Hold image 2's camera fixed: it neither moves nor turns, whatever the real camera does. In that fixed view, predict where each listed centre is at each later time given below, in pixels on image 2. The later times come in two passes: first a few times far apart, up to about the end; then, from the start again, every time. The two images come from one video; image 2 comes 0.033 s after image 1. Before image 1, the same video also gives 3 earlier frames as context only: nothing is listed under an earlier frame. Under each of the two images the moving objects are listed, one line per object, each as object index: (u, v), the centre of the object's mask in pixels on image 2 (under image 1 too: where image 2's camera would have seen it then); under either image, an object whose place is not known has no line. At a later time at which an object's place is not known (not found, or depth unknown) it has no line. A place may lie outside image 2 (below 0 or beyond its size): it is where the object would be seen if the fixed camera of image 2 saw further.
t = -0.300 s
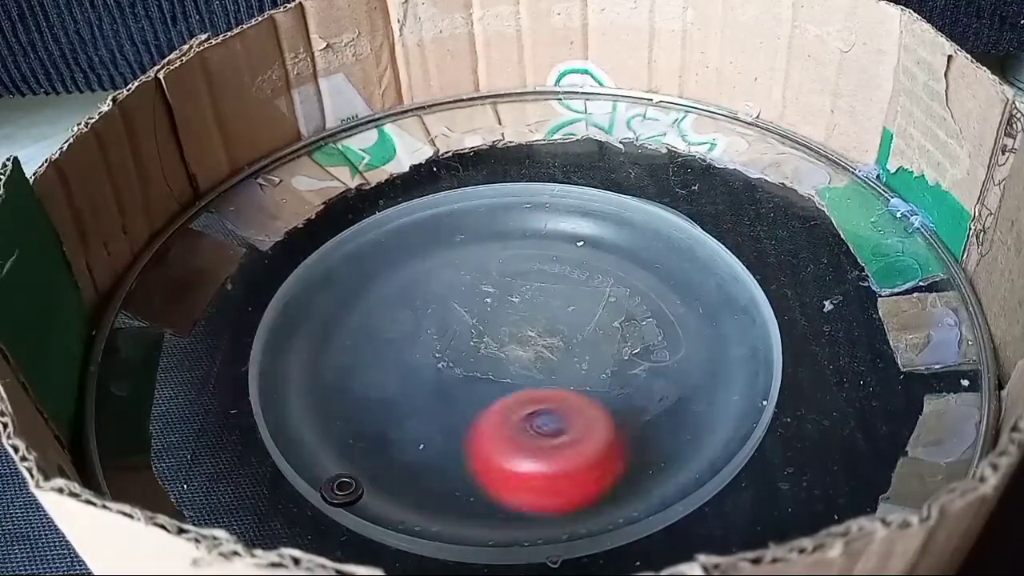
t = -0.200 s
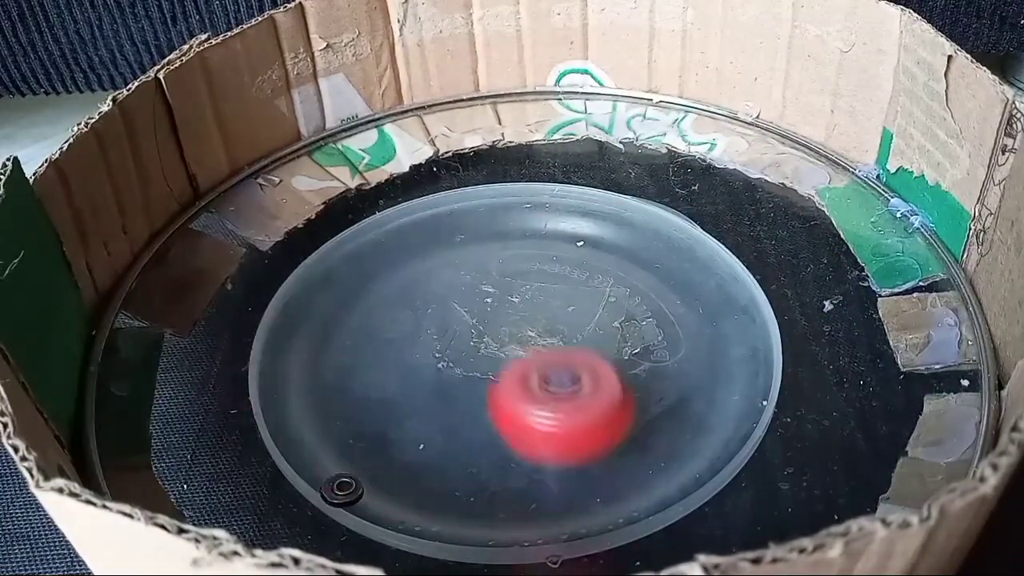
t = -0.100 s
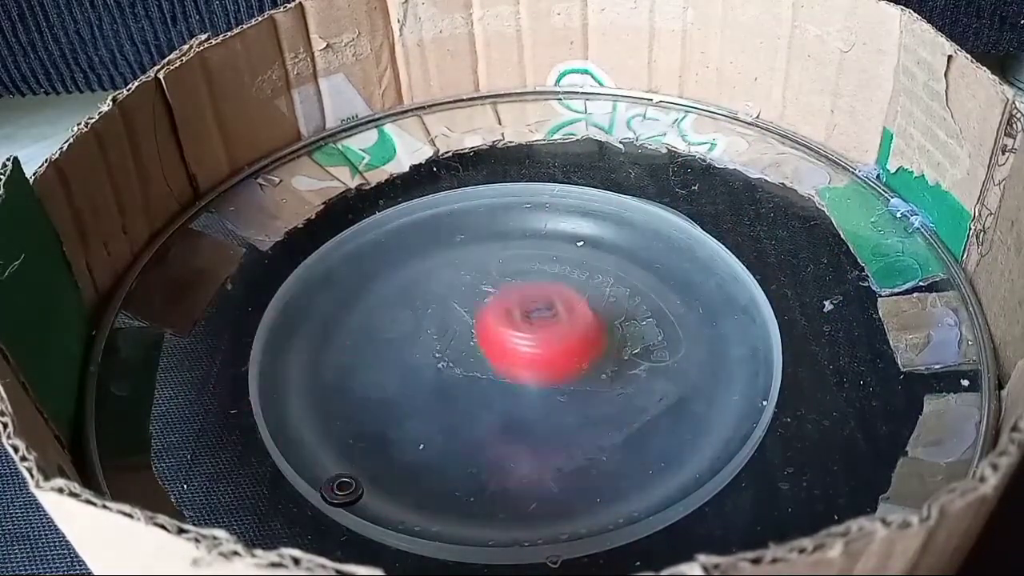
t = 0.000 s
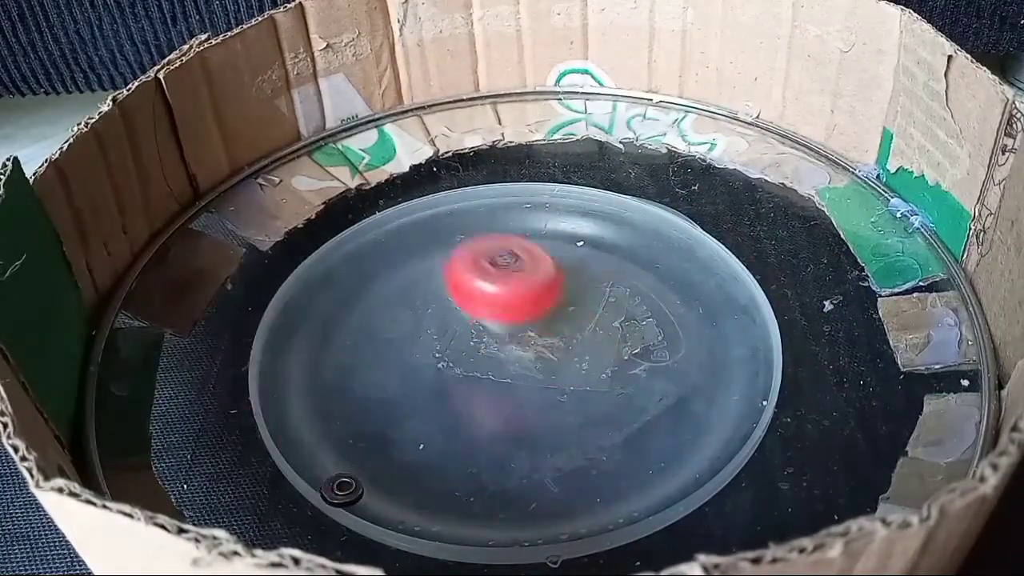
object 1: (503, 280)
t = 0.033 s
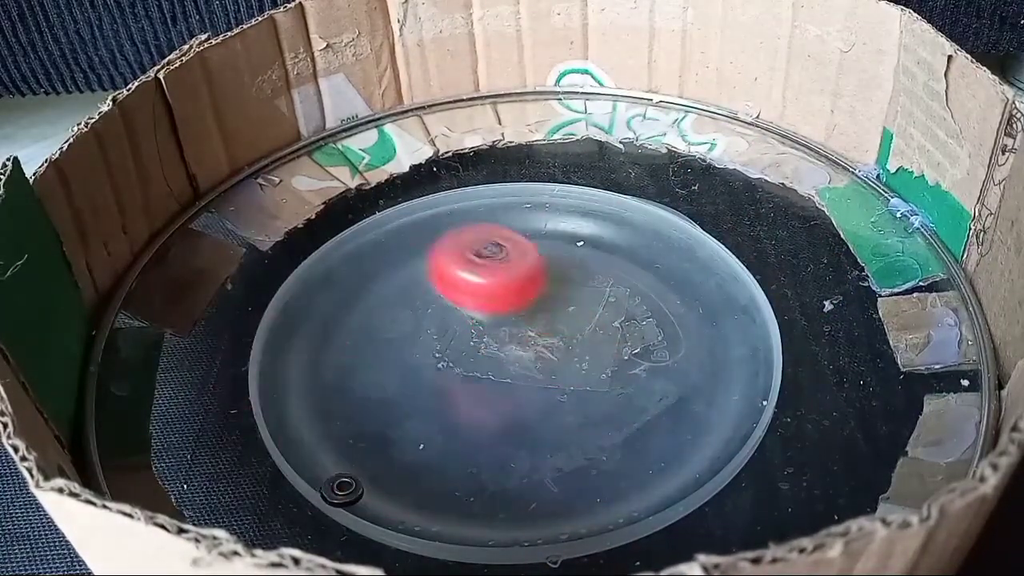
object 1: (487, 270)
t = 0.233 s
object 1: (370, 225)
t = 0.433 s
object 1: (296, 237)
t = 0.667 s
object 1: (403, 271)
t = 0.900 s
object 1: (554, 272)
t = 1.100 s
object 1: (621, 213)
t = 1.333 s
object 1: (566, 232)
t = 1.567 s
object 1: (585, 335)
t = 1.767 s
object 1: (634, 336)
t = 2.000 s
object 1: (555, 317)
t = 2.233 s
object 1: (486, 343)
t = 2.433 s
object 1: (460, 329)
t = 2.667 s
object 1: (430, 310)
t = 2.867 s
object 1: (458, 278)
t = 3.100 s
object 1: (496, 254)
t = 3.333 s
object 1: (555, 260)
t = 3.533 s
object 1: (582, 271)
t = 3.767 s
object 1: (581, 286)
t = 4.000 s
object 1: (564, 322)
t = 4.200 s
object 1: (551, 332)
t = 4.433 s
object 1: (519, 325)
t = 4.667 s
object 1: (481, 308)
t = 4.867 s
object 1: (474, 302)
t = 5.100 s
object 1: (483, 289)
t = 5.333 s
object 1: (564, 290)
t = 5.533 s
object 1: (586, 276)
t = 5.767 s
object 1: (477, 306)
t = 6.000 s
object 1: (457, 361)
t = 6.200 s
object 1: (542, 408)
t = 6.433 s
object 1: (599, 343)
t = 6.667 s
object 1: (617, 239)
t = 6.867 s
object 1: (579, 209)
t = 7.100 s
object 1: (557, 182)
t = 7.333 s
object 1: (536, 213)
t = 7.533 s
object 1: (531, 261)
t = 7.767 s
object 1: (546, 304)
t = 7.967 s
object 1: (563, 300)
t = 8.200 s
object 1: (552, 293)
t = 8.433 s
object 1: (574, 291)
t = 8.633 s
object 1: (563, 299)
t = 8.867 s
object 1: (604, 297)
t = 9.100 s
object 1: (614, 288)
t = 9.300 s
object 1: (626, 256)
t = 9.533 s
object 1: (625, 250)
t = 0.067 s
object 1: (467, 262)
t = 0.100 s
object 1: (446, 255)
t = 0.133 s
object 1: (427, 248)
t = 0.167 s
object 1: (406, 239)
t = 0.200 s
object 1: (387, 231)
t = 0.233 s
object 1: (370, 225)
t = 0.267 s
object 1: (350, 218)
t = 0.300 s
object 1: (332, 214)
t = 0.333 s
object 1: (316, 213)
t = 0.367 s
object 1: (302, 217)
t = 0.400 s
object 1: (294, 227)
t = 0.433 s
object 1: (296, 237)
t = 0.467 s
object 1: (305, 249)
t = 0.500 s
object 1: (318, 258)
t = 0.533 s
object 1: (333, 264)
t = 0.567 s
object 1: (348, 267)
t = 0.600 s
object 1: (367, 269)
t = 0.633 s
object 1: (384, 270)
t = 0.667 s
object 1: (403, 271)
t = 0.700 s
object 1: (423, 271)
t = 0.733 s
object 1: (445, 271)
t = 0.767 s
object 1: (464, 272)
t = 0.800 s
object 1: (484, 272)
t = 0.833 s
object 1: (508, 274)
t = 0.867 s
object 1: (532, 275)
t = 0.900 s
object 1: (554, 272)
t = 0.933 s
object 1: (575, 265)
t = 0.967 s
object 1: (592, 256)
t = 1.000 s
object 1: (604, 246)
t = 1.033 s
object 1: (614, 234)
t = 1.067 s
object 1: (620, 223)
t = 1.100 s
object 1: (621, 213)
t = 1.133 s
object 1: (618, 206)
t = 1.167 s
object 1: (611, 202)
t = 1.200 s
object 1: (603, 203)
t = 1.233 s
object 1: (594, 206)
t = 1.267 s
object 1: (584, 213)
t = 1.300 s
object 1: (574, 222)
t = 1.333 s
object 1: (566, 232)
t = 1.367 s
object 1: (558, 245)
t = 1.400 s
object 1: (554, 259)
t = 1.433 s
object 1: (551, 277)
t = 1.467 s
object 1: (552, 294)
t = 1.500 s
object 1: (559, 312)
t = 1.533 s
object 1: (569, 325)
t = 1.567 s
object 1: (585, 335)
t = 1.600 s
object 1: (602, 342)
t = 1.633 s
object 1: (619, 345)
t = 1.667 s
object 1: (630, 345)
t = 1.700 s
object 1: (635, 343)
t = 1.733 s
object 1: (636, 340)
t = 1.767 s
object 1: (634, 336)
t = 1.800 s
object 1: (629, 332)
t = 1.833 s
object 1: (622, 328)
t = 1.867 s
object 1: (612, 324)
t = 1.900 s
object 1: (598, 322)
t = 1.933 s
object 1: (584, 319)
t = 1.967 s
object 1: (568, 317)
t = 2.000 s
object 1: (555, 317)
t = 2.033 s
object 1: (541, 319)
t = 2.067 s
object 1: (528, 323)
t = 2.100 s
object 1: (520, 328)
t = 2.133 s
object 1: (512, 330)
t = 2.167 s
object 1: (504, 335)
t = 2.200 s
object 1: (494, 340)
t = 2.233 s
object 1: (486, 343)
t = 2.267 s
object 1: (480, 343)
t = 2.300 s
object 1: (475, 342)
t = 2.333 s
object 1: (471, 340)
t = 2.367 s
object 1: (468, 337)
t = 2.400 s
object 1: (465, 333)
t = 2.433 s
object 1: (460, 329)
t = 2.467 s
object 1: (453, 327)
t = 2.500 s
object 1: (445, 325)
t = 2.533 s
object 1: (437, 322)
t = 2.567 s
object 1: (431, 319)
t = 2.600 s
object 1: (428, 316)
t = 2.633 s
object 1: (428, 313)
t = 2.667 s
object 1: (430, 310)
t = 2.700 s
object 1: (433, 307)
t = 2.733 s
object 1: (437, 304)
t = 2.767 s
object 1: (441, 299)
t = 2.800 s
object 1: (447, 293)
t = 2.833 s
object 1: (453, 286)
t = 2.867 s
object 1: (458, 278)
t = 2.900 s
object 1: (463, 271)
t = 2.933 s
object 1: (468, 265)
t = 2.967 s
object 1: (473, 262)
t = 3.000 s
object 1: (478, 259)
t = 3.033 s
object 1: (483, 256)
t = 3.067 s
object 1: (490, 255)
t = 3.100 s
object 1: (496, 254)
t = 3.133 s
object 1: (502, 255)
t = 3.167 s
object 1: (511, 256)
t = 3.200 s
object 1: (523, 255)
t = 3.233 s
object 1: (532, 255)
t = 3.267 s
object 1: (539, 257)
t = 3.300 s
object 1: (548, 259)
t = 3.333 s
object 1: (555, 260)
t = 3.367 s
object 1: (561, 261)
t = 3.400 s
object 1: (564, 262)
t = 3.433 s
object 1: (568, 265)
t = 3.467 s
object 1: (574, 267)
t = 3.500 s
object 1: (578, 269)
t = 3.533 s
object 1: (582, 271)
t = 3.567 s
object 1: (586, 274)
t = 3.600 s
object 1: (589, 276)
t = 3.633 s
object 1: (590, 277)
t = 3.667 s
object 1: (590, 276)
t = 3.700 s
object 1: (588, 277)
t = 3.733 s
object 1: (585, 281)
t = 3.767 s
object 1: (581, 286)
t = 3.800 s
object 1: (577, 291)
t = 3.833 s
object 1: (574, 296)
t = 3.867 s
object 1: (570, 302)
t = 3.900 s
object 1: (567, 309)
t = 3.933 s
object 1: (565, 314)
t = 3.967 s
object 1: (564, 318)
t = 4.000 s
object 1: (564, 322)
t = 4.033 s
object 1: (563, 324)
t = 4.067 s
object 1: (562, 326)
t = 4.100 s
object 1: (560, 329)
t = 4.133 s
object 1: (558, 330)
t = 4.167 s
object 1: (554, 331)
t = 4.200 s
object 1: (551, 332)
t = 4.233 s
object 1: (547, 332)
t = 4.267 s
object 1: (541, 332)
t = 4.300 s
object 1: (537, 331)
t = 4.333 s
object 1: (533, 329)
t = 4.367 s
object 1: (528, 328)
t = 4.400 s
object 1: (523, 326)
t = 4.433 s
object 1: (519, 325)
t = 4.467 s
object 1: (514, 323)
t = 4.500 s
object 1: (508, 319)
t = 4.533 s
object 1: (501, 316)
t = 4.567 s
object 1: (496, 313)
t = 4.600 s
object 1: (492, 310)
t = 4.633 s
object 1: (486, 309)
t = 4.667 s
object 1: (481, 308)
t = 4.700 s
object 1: (482, 306)
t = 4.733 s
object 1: (481, 302)
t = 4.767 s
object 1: (478, 302)
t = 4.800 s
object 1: (473, 304)
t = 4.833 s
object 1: (473, 303)
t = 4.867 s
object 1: (474, 302)
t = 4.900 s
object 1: (474, 297)
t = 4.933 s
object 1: (475, 293)
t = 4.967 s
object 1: (471, 287)
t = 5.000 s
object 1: (474, 284)
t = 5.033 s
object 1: (475, 286)
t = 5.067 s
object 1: (480, 288)
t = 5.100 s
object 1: (483, 289)
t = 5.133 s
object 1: (492, 291)
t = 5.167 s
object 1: (503, 293)
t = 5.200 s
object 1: (514, 294)
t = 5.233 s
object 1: (527, 299)
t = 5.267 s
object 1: (540, 301)
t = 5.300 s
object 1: (552, 297)
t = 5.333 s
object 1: (564, 290)
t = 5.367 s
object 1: (573, 287)
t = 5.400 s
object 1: (578, 283)
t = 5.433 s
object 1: (582, 281)
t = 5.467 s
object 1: (584, 278)
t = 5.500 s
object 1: (586, 277)
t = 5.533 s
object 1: (586, 276)
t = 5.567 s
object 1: (586, 275)
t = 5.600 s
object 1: (584, 276)
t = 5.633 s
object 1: (581, 278)
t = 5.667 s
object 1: (557, 280)
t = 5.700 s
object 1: (521, 285)
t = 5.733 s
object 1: (495, 294)
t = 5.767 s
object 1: (477, 306)
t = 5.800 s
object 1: (467, 318)
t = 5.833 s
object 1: (460, 331)
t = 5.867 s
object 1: (456, 342)
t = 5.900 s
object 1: (454, 350)
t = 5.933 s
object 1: (454, 355)
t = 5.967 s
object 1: (455, 359)
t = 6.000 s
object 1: (457, 361)
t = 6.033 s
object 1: (460, 361)
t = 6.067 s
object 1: (471, 368)
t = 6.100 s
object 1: (491, 388)
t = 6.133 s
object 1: (510, 401)
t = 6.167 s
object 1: (527, 407)
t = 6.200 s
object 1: (542, 408)
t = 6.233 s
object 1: (556, 404)
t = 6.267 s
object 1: (568, 398)
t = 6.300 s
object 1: (578, 390)
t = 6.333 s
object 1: (587, 380)
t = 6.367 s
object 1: (593, 369)
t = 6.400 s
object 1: (597, 356)
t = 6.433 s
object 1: (599, 343)
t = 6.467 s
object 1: (596, 331)
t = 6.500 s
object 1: (592, 318)
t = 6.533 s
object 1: (590, 306)
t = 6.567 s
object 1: (602, 286)
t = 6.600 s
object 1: (616, 266)
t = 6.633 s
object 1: (618, 251)
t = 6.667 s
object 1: (617, 239)
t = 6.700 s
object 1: (612, 230)
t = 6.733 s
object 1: (605, 222)
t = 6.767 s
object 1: (597, 217)
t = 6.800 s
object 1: (591, 213)
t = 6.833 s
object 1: (585, 210)
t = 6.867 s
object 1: (579, 209)
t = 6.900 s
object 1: (573, 209)
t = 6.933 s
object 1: (567, 210)
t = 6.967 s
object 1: (562, 206)
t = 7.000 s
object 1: (561, 198)
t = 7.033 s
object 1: (561, 190)
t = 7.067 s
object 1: (559, 185)
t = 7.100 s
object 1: (557, 182)
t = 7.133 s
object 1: (555, 182)
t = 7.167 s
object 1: (552, 184)
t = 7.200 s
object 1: (549, 186)
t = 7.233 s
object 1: (546, 191)
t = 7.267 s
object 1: (542, 197)
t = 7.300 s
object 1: (539, 204)
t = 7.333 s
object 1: (536, 213)
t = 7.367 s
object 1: (533, 223)
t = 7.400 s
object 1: (530, 236)
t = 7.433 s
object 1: (528, 243)
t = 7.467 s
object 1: (529, 245)
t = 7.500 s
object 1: (531, 251)
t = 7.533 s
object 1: (531, 261)
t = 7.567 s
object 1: (532, 268)
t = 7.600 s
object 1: (532, 277)
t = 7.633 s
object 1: (534, 285)
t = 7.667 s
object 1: (533, 293)
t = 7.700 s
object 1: (534, 300)
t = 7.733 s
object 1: (539, 302)
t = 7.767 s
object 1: (546, 304)
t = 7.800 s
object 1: (550, 306)
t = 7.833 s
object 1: (551, 306)
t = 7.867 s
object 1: (551, 306)
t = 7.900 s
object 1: (550, 305)
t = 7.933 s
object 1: (551, 304)
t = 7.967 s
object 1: (563, 300)
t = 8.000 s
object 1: (569, 298)
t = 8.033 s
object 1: (570, 297)
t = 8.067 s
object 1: (569, 297)
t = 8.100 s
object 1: (567, 296)
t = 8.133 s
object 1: (564, 295)
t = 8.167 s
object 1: (559, 294)
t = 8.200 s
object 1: (552, 293)
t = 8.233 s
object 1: (551, 291)
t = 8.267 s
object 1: (564, 290)
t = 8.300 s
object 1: (571, 290)
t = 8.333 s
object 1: (573, 290)
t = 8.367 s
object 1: (575, 290)
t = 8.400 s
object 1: (574, 290)
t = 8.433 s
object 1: (574, 291)
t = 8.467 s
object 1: (574, 291)
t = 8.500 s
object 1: (571, 292)
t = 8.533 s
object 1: (566, 294)
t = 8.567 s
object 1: (561, 296)
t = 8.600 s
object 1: (556, 297)
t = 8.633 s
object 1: (563, 299)
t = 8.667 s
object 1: (579, 299)
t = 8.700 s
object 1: (587, 299)
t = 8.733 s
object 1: (593, 298)
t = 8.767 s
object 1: (597, 297)
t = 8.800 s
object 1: (600, 296)
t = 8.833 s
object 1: (602, 296)
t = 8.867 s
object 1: (604, 297)
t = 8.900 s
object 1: (612, 299)
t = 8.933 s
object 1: (628, 297)
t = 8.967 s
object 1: (635, 294)
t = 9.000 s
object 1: (634, 293)
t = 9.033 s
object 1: (631, 291)
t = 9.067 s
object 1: (624, 290)
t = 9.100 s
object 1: (614, 288)
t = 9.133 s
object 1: (603, 286)
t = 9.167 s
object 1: (590, 285)
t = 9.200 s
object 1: (590, 278)
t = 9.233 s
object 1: (611, 266)
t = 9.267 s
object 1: (622, 261)
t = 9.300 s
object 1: (626, 256)
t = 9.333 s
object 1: (630, 249)
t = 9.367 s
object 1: (635, 245)
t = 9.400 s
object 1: (637, 243)
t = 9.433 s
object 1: (637, 242)
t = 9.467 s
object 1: (635, 243)
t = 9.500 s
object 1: (631, 246)
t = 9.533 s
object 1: (625, 250)
